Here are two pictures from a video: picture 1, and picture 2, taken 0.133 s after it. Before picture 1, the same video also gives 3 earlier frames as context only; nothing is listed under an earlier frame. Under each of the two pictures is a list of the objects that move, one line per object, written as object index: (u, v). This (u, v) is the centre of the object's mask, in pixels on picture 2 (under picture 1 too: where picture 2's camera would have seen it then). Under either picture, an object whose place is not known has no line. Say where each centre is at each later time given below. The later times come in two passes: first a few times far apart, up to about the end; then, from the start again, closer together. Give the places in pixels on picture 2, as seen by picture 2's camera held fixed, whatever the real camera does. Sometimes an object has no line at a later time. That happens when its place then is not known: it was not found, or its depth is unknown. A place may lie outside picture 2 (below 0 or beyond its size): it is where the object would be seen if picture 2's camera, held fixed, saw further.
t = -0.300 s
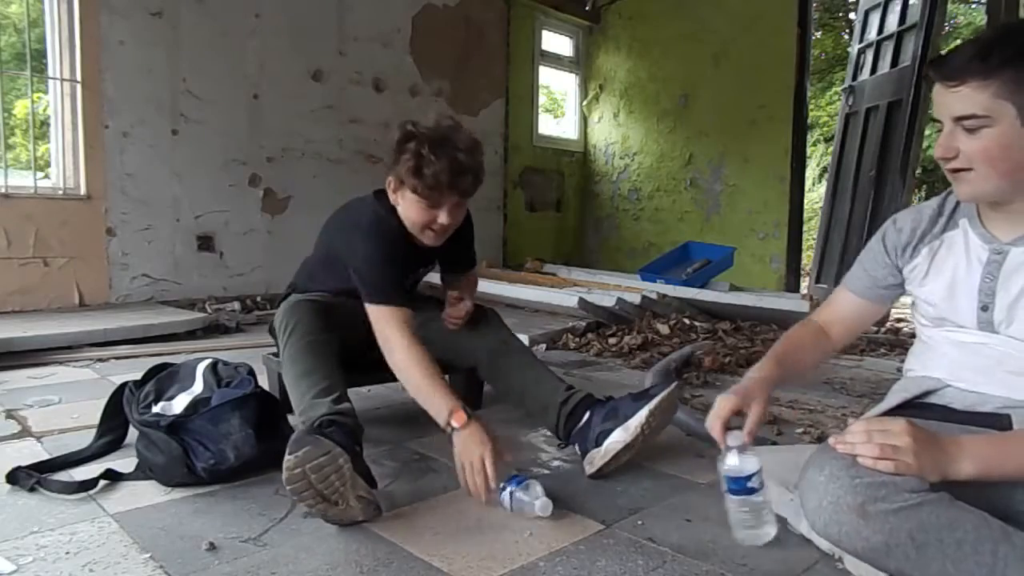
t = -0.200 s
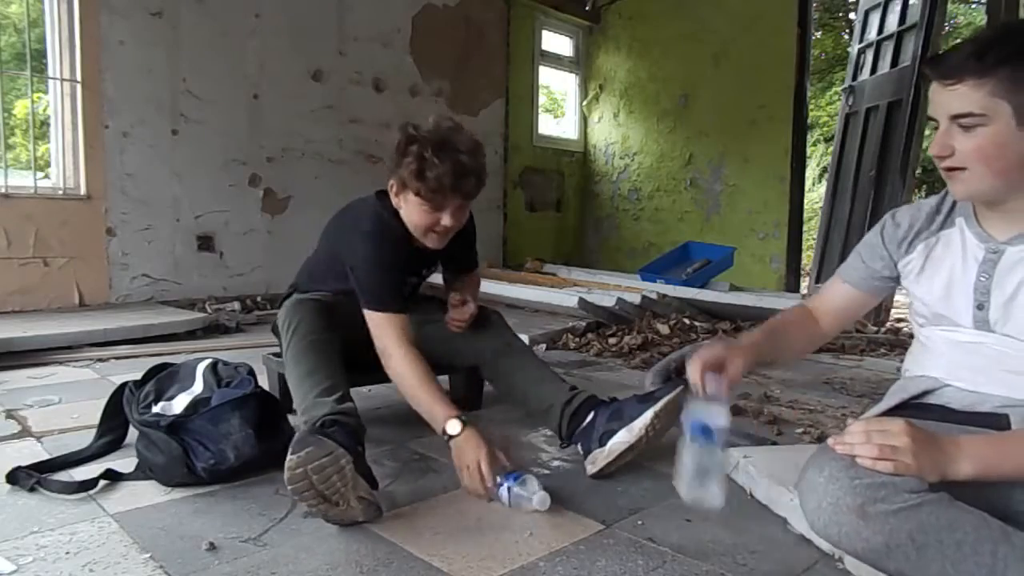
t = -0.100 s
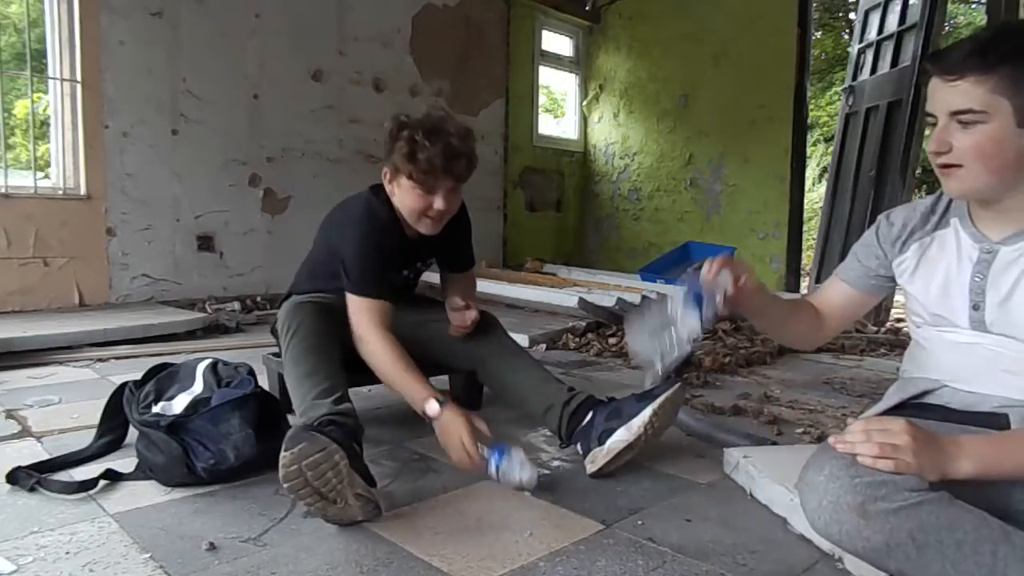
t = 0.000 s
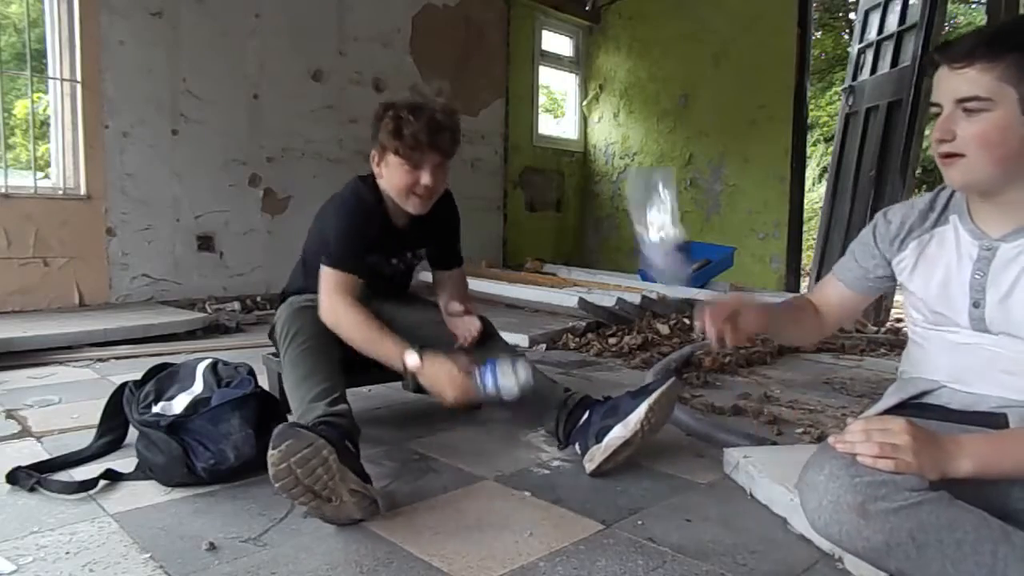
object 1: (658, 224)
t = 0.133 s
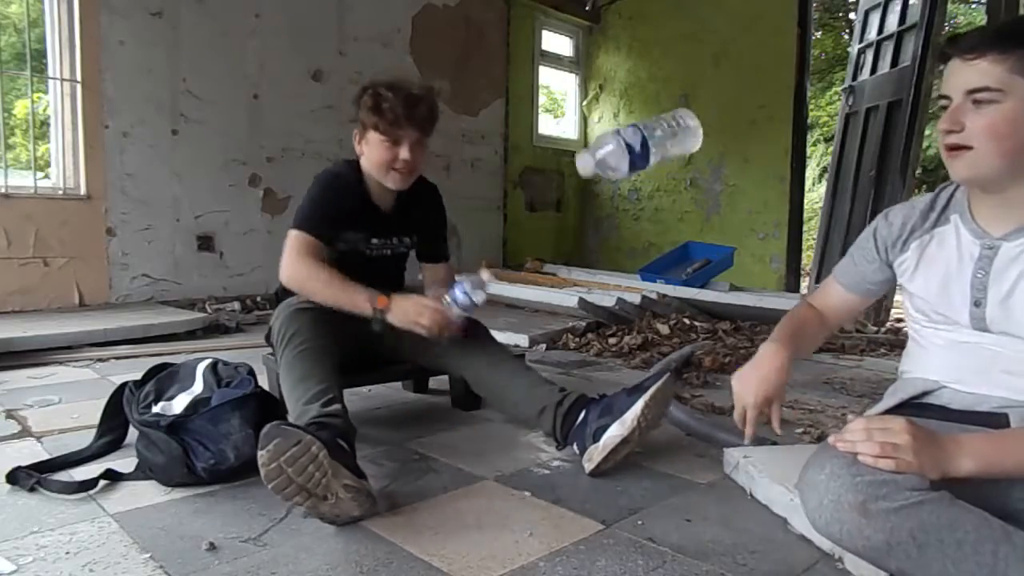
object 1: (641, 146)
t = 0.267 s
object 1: (635, 204)
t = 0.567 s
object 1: (621, 520)
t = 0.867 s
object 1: (629, 518)
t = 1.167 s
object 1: (626, 519)
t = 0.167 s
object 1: (641, 147)
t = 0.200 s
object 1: (640, 158)
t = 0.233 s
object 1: (637, 177)
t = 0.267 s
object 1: (635, 204)
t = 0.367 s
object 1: (630, 333)
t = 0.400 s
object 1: (627, 388)
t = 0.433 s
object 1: (625, 457)
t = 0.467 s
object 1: (620, 516)
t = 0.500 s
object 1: (620, 520)
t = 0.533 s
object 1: (622, 520)
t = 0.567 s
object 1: (621, 520)
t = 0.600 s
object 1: (621, 521)
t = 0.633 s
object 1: (621, 521)
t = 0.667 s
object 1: (621, 521)
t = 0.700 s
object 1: (620, 521)
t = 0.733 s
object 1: (619, 521)
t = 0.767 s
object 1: (620, 520)
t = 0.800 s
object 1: (622, 519)
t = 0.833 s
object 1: (625, 518)
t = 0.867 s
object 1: (629, 518)
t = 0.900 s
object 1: (632, 518)
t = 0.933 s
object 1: (633, 517)
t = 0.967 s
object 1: (633, 517)
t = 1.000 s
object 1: (631, 517)
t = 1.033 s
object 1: (630, 517)
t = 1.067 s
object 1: (627, 518)
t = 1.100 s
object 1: (625, 519)
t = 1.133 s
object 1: (625, 519)
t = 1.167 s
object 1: (626, 519)
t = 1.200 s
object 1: (627, 519)
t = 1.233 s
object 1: (628, 518)
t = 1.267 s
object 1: (629, 518)
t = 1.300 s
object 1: (629, 518)
